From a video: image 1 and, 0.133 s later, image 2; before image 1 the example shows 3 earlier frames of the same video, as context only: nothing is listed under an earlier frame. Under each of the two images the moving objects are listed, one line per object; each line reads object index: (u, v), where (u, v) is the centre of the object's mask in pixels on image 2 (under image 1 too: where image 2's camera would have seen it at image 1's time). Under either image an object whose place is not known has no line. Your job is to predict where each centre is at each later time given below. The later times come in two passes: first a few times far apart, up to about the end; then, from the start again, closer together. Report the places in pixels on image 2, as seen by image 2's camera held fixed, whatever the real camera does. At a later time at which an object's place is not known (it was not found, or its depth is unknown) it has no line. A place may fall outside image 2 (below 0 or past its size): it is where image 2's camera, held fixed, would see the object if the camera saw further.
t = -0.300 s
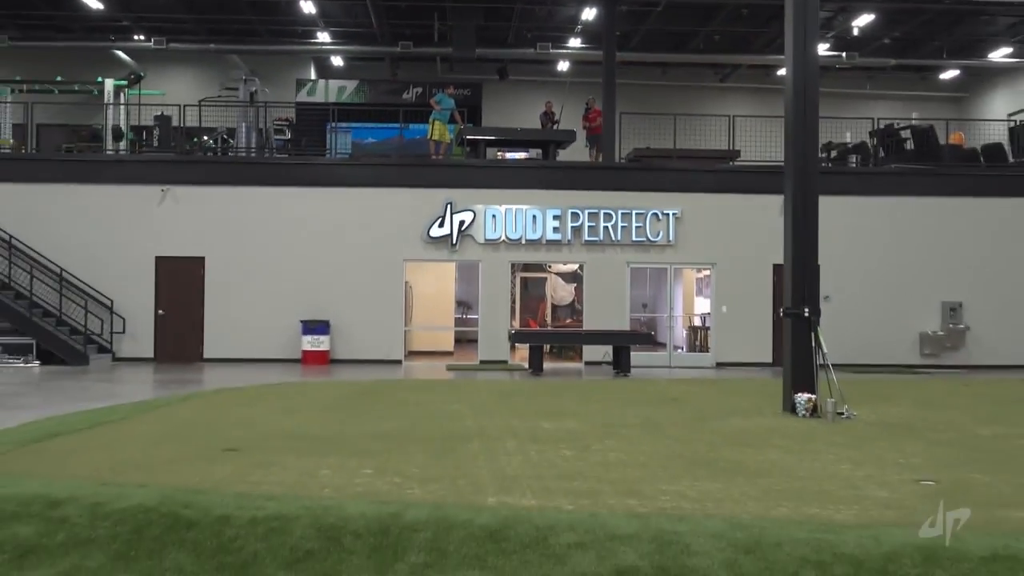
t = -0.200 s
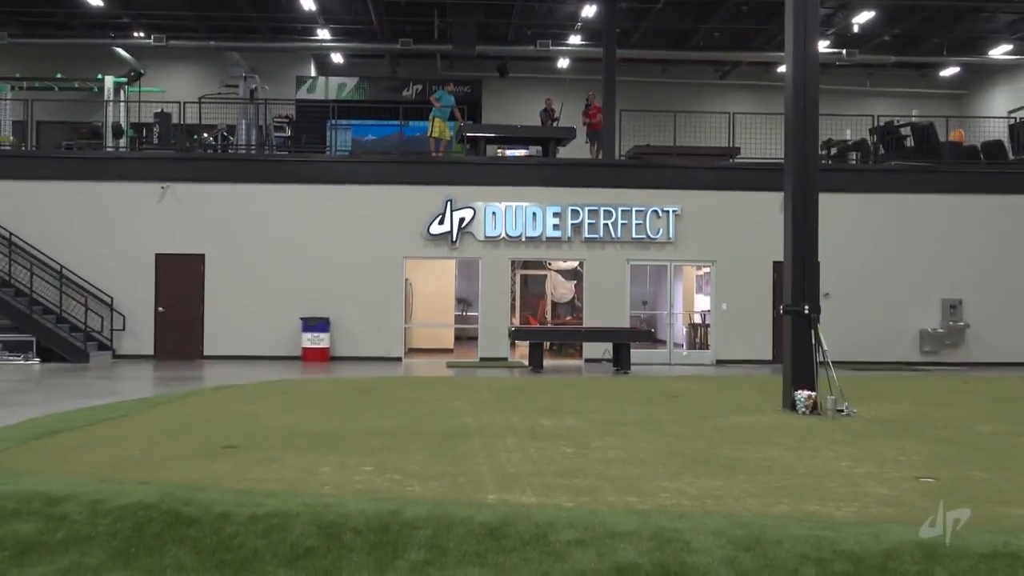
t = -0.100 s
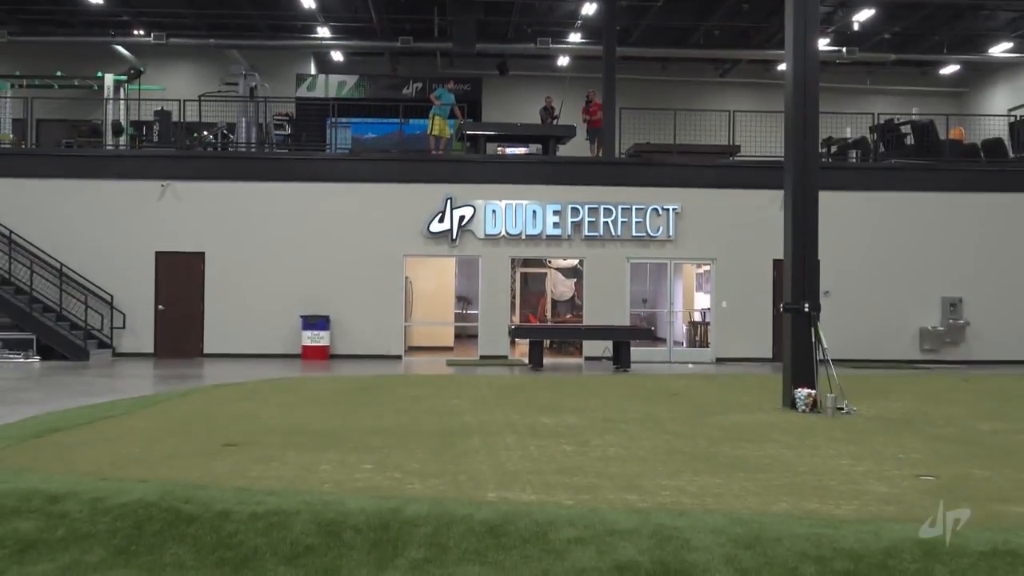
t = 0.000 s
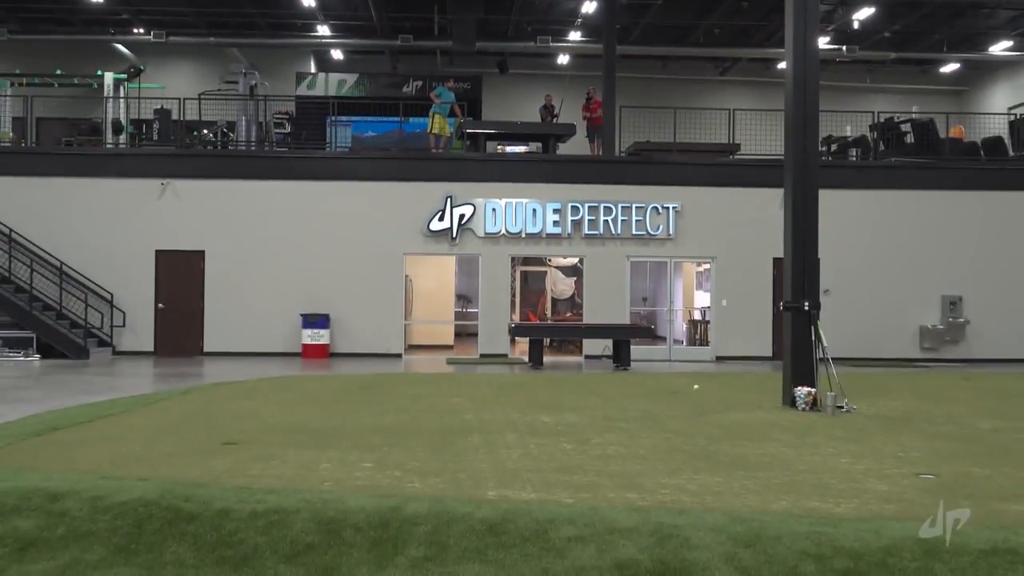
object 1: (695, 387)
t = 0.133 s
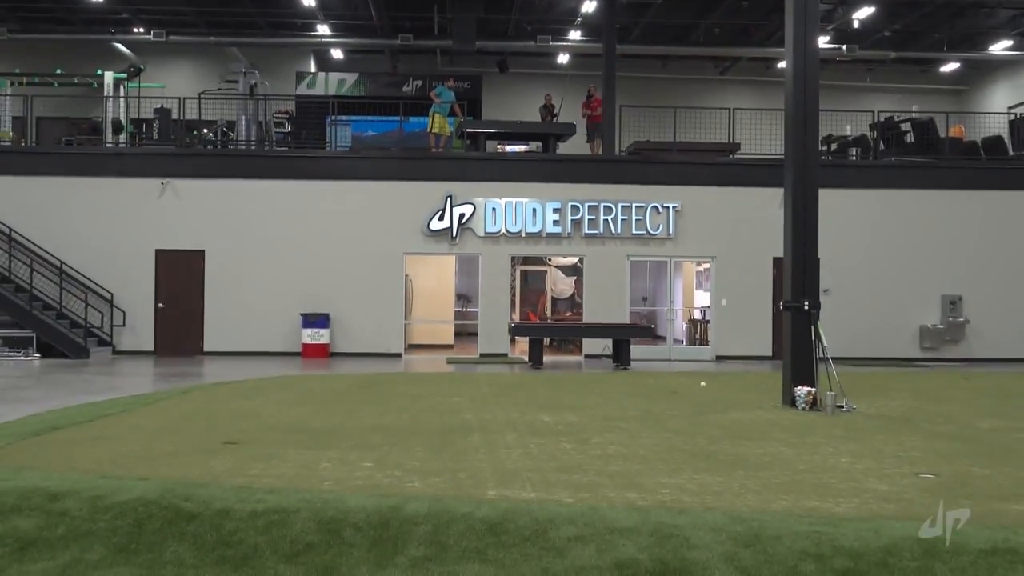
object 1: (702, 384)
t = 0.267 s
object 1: (710, 390)
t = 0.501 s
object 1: (722, 395)
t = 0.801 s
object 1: (752, 407)
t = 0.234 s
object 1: (708, 391)
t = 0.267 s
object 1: (710, 390)
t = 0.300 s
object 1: (712, 391)
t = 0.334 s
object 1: (713, 393)
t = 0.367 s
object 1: (715, 393)
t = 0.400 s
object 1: (717, 394)
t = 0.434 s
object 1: (719, 395)
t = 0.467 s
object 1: (721, 395)
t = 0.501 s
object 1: (722, 395)
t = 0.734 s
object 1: (744, 403)
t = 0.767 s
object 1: (748, 405)
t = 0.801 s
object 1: (752, 407)
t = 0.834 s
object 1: (756, 408)
